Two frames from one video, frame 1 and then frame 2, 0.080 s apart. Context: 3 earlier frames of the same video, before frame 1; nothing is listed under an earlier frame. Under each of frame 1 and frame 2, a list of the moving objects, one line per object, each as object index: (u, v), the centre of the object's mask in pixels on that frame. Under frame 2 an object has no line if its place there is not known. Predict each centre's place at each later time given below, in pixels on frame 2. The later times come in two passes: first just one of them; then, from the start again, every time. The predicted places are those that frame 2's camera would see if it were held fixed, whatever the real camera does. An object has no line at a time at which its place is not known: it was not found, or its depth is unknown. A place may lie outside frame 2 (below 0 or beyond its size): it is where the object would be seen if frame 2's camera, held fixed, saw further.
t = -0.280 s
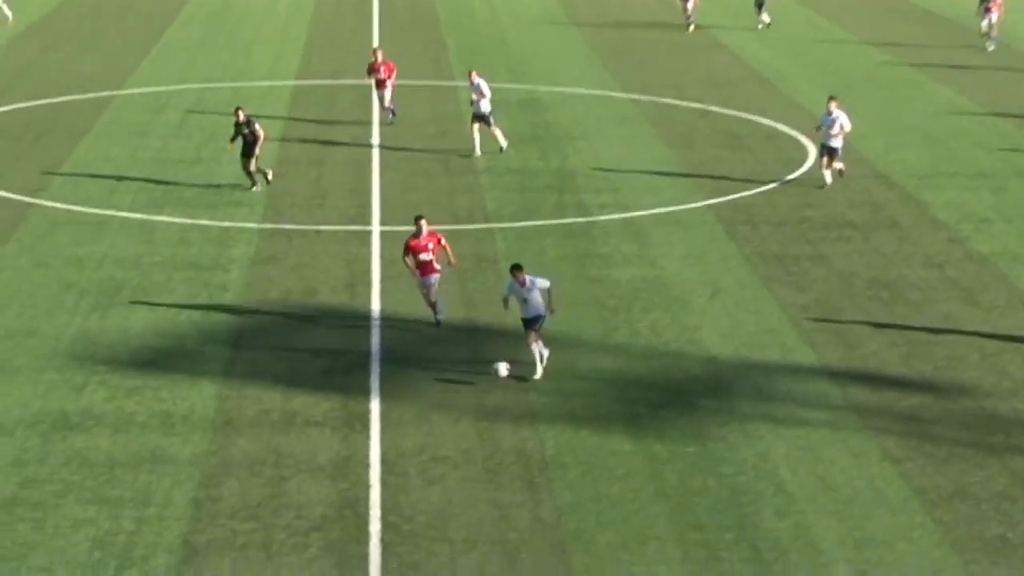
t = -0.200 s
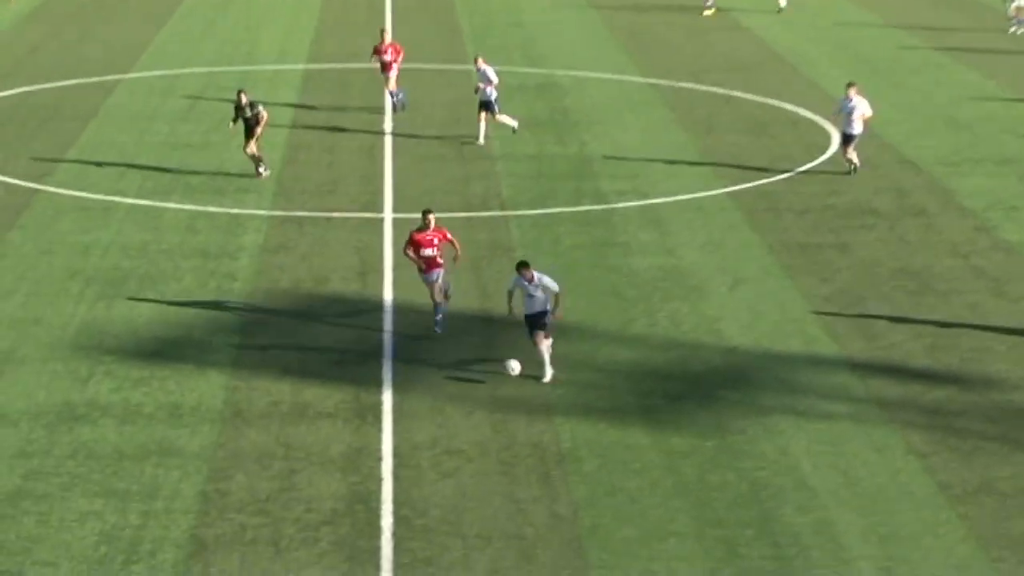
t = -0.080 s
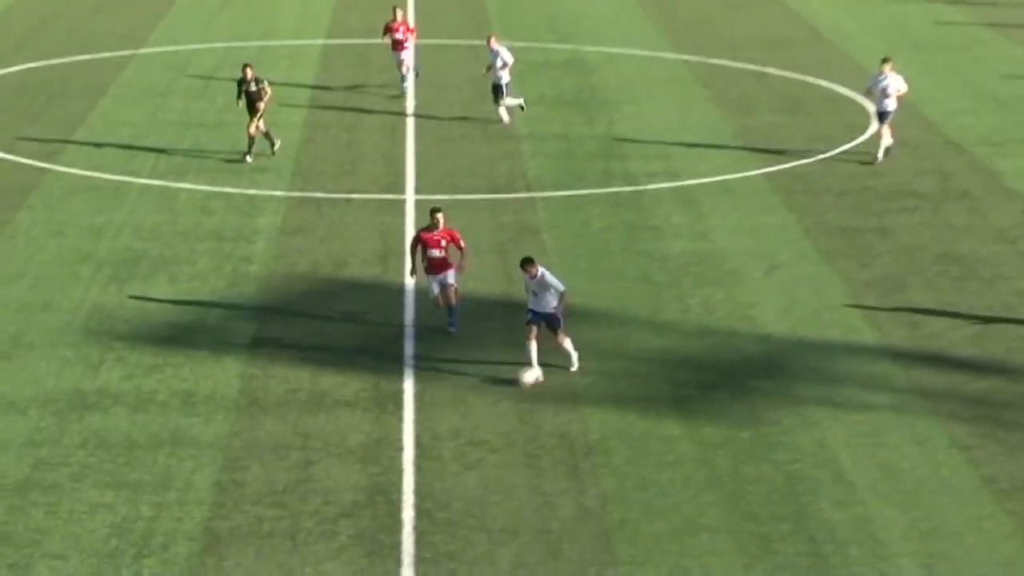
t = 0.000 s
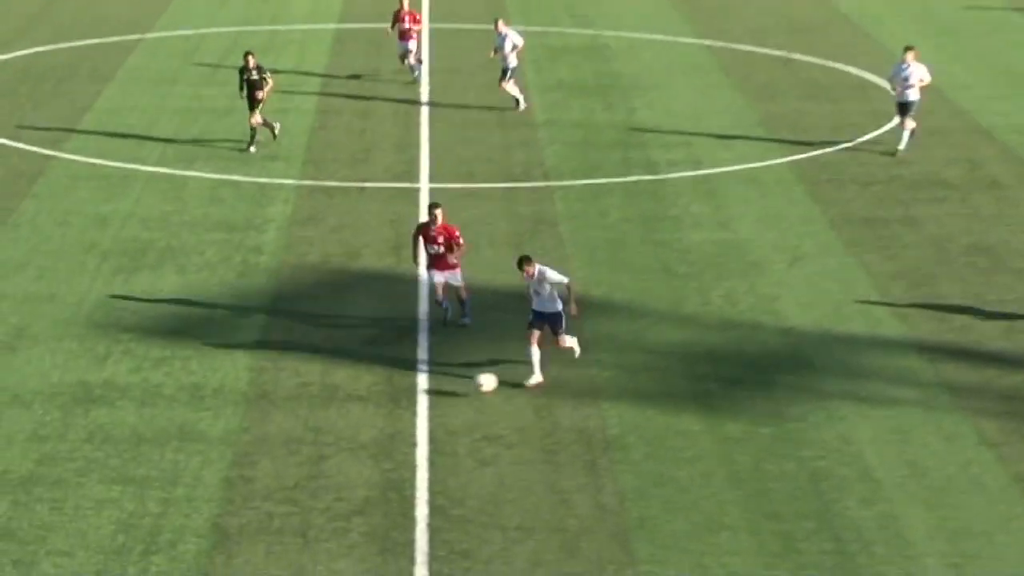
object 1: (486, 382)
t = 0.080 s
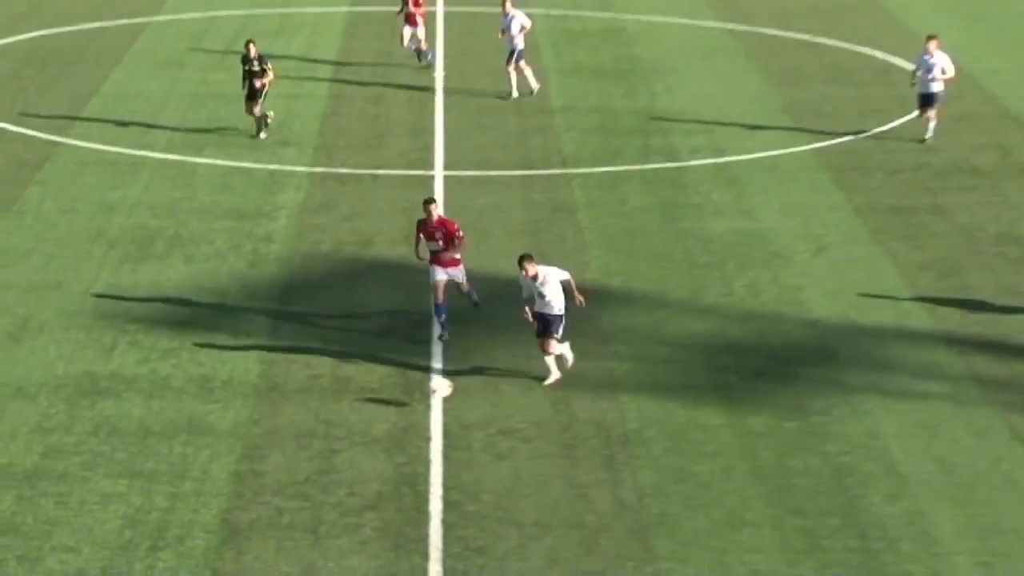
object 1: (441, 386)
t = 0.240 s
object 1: (309, 436)
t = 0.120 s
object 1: (409, 397)
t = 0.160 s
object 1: (376, 408)
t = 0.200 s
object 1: (342, 421)
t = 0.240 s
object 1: (309, 436)
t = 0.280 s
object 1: (274, 447)
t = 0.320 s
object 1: (246, 450)
